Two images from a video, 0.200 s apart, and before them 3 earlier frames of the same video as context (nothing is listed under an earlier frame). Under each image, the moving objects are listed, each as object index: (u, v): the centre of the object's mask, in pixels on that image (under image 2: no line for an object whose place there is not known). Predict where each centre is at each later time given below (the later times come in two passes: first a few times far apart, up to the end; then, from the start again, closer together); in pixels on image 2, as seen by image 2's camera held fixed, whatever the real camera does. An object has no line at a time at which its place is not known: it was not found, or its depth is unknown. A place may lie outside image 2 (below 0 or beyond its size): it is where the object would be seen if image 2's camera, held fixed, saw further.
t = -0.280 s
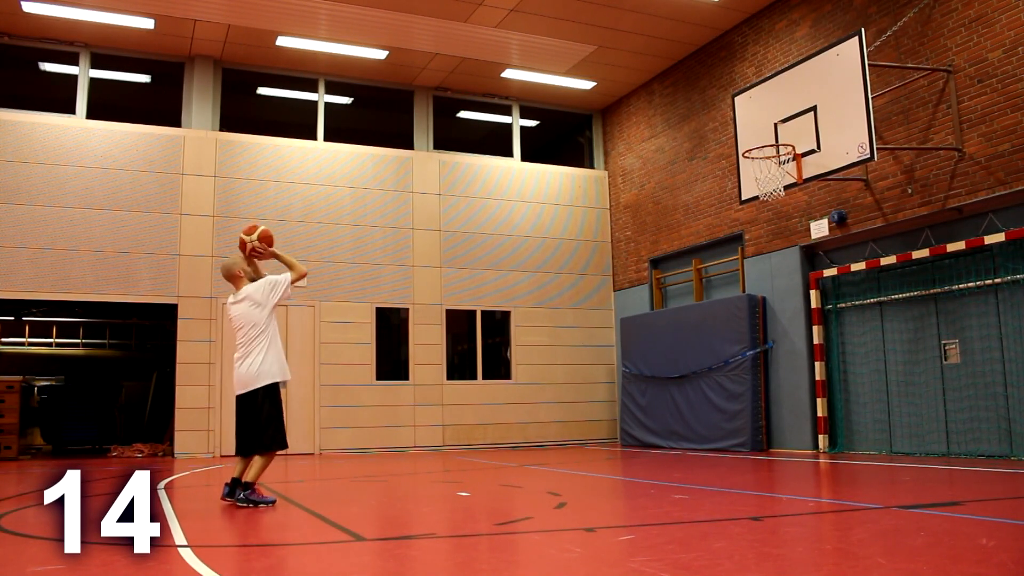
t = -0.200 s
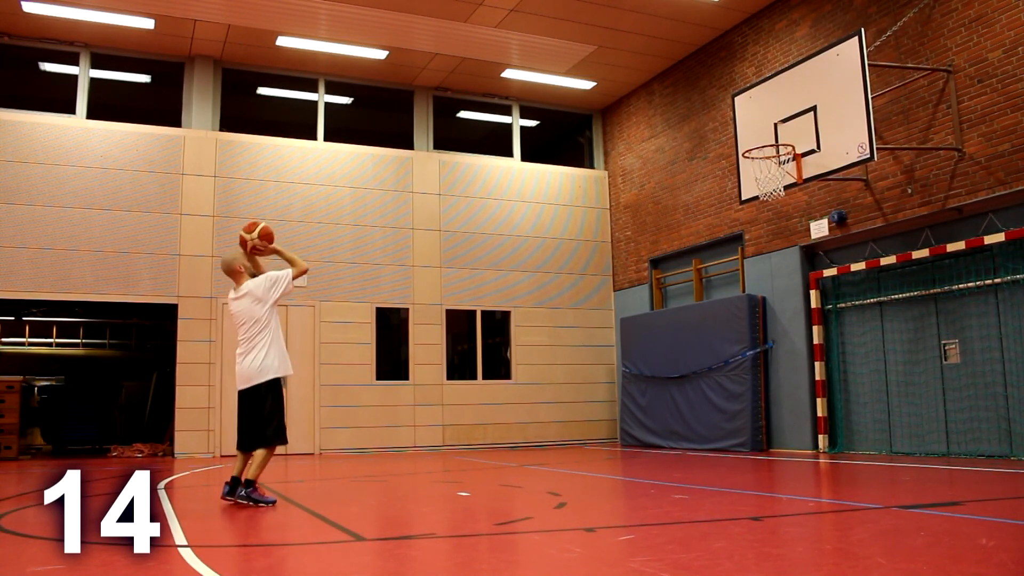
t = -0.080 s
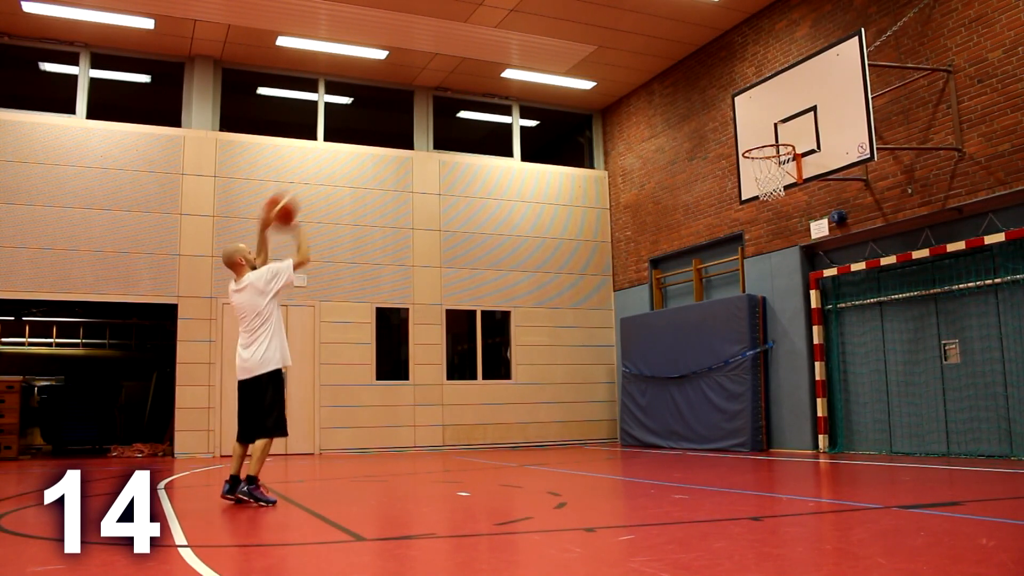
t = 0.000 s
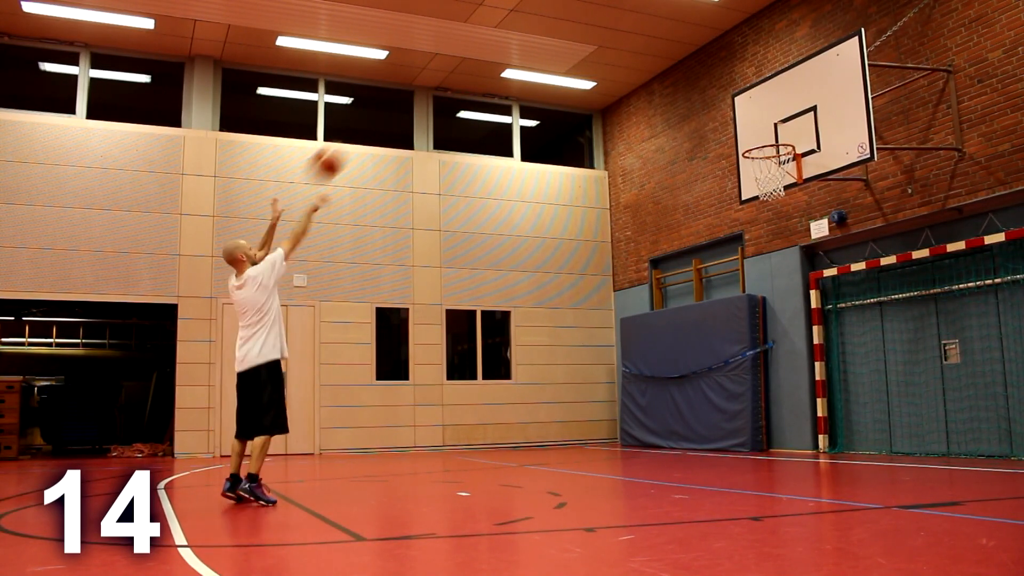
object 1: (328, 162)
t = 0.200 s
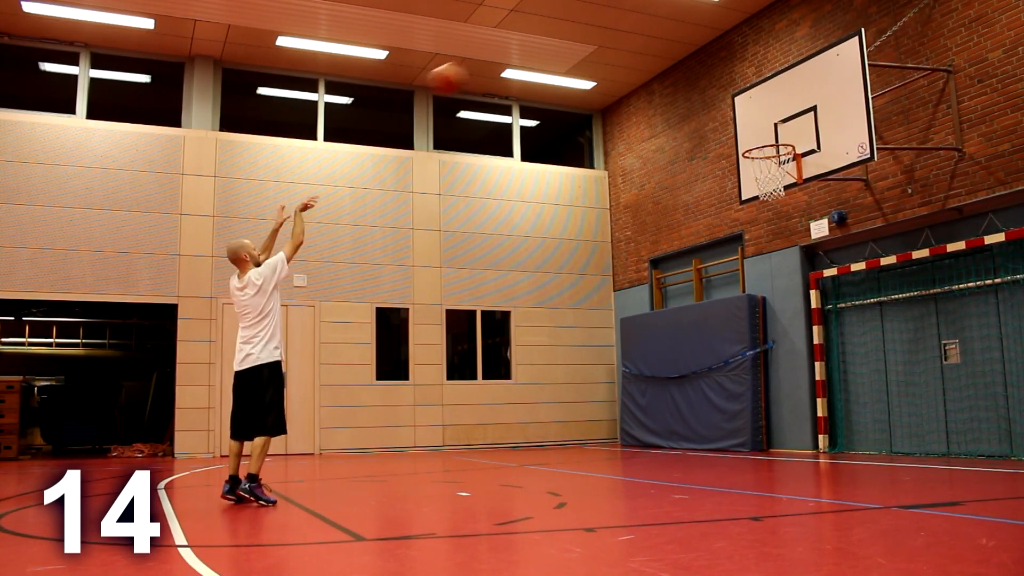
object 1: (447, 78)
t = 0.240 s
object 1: (468, 70)
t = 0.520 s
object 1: (609, 55)
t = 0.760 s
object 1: (715, 106)
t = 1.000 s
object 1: (785, 181)
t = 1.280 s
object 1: (791, 234)
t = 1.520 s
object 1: (801, 364)
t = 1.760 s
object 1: (791, 397)
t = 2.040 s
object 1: (752, 307)
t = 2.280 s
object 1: (722, 304)
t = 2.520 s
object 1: (695, 376)
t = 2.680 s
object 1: (678, 468)
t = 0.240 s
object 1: (468, 70)
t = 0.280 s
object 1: (490, 62)
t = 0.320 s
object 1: (512, 55)
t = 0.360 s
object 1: (533, 53)
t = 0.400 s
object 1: (553, 51)
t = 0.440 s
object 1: (572, 51)
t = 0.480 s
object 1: (591, 52)
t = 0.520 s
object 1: (609, 55)
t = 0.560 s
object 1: (629, 60)
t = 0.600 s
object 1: (646, 65)
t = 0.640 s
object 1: (664, 73)
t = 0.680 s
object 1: (681, 82)
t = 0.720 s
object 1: (698, 93)
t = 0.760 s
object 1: (715, 106)
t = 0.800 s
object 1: (731, 119)
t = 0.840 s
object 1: (749, 136)
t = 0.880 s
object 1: (766, 153)
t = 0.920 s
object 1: (774, 164)
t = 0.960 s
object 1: (782, 175)
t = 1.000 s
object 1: (785, 181)
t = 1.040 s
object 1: (786, 184)
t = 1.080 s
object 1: (787, 186)
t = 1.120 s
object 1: (788, 192)
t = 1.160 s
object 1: (788, 200)
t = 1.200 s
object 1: (789, 209)
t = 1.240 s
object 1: (790, 221)
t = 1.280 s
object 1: (791, 234)
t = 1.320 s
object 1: (793, 250)
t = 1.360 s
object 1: (795, 268)
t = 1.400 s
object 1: (796, 289)
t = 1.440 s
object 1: (798, 311)
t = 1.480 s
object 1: (799, 337)
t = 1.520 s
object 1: (801, 364)
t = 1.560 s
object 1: (804, 395)
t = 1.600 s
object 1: (806, 426)
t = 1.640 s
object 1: (808, 461)
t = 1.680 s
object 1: (803, 440)
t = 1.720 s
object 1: (797, 418)
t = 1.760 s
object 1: (791, 397)
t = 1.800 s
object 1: (785, 378)
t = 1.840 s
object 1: (779, 361)
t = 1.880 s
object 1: (774, 346)
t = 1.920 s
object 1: (768, 334)
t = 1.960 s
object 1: (763, 324)
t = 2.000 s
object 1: (758, 314)
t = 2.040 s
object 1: (752, 307)
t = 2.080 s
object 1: (747, 301)
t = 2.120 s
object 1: (742, 298)
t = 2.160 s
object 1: (737, 297)
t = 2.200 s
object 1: (732, 297)
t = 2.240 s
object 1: (727, 300)
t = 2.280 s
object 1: (722, 304)
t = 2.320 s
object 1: (717, 311)
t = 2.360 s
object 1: (713, 319)
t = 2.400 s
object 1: (708, 330)
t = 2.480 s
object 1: (699, 359)
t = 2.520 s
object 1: (695, 376)
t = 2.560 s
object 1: (690, 395)
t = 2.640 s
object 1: (682, 439)
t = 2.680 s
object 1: (678, 468)
